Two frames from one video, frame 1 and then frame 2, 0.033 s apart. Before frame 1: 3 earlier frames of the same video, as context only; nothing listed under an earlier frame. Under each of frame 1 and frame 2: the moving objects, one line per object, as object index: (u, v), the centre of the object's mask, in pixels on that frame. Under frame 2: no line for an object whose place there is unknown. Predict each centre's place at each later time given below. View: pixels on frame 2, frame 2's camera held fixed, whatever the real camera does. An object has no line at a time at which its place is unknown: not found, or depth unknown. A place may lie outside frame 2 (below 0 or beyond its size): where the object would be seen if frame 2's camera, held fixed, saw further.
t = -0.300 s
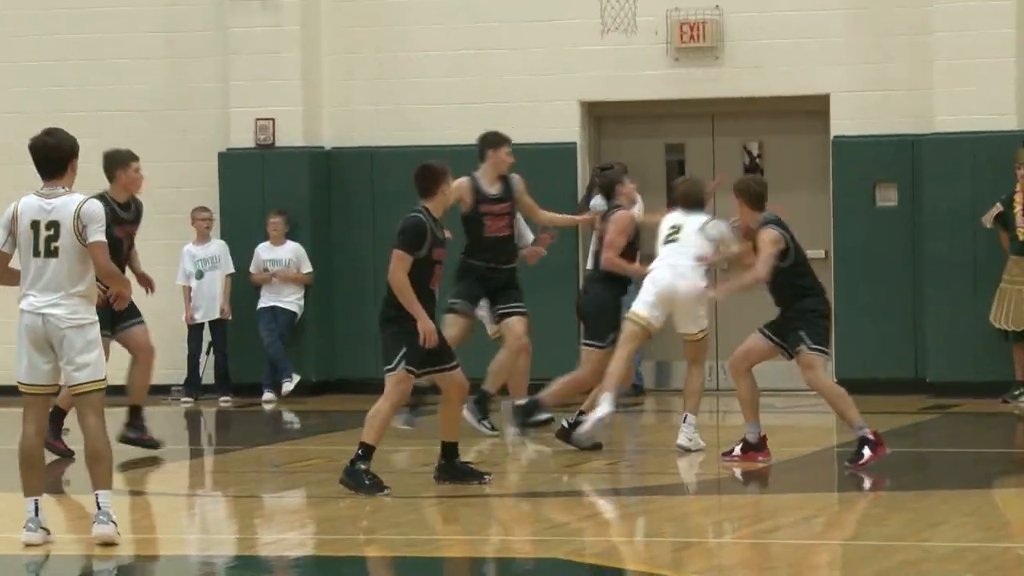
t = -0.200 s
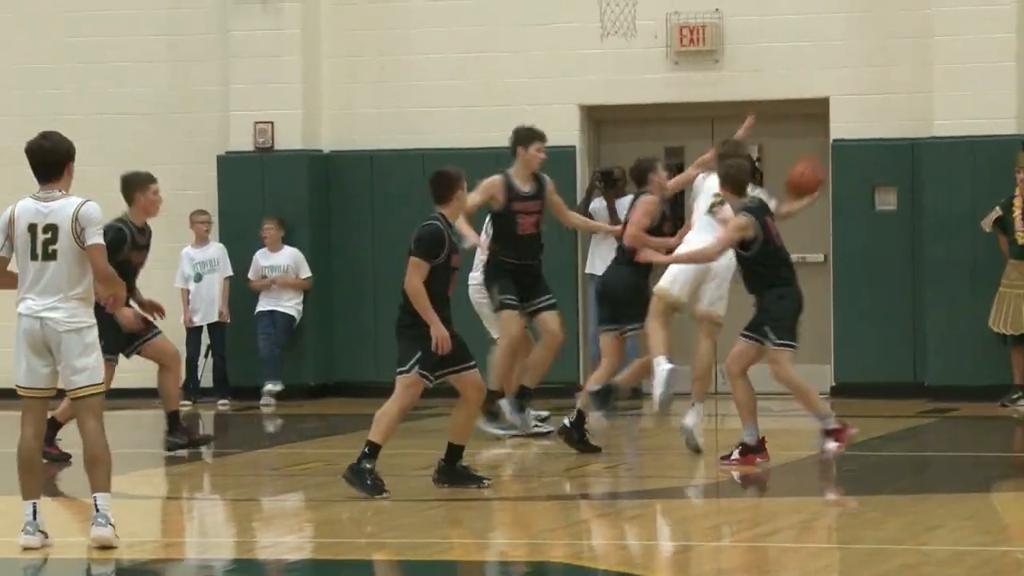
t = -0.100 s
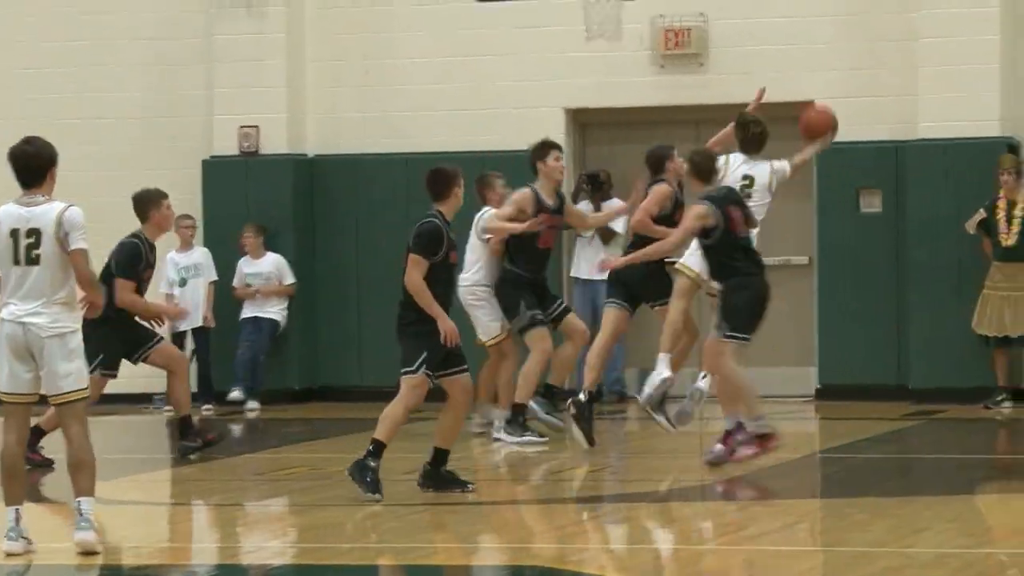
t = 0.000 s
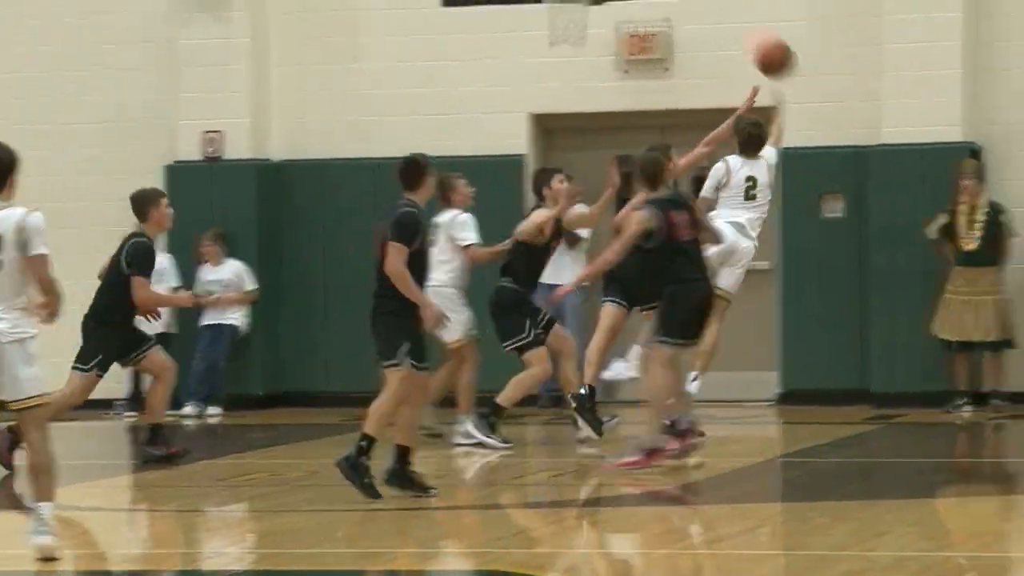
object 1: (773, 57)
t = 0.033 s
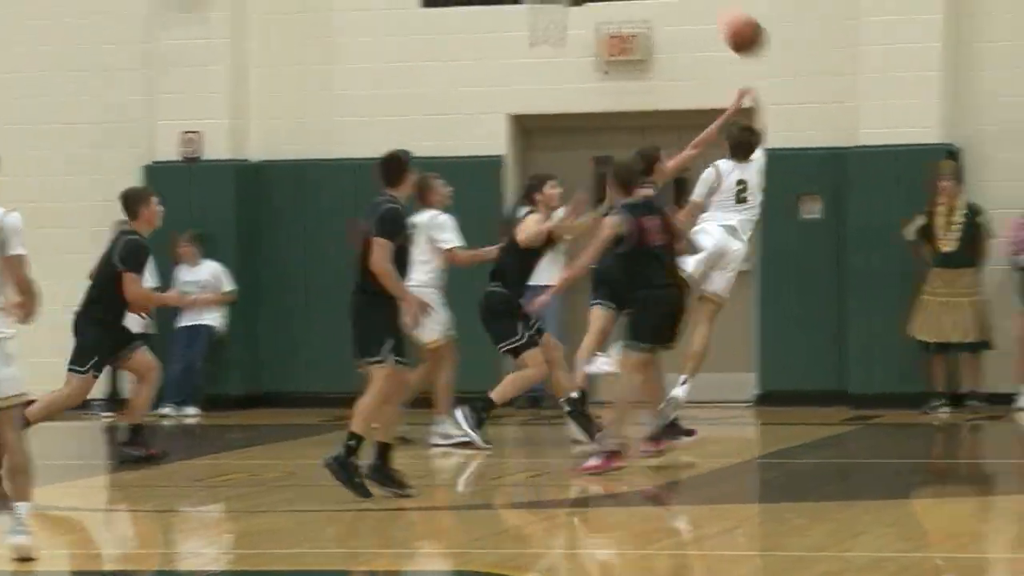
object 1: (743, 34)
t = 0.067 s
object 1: (736, 13)
